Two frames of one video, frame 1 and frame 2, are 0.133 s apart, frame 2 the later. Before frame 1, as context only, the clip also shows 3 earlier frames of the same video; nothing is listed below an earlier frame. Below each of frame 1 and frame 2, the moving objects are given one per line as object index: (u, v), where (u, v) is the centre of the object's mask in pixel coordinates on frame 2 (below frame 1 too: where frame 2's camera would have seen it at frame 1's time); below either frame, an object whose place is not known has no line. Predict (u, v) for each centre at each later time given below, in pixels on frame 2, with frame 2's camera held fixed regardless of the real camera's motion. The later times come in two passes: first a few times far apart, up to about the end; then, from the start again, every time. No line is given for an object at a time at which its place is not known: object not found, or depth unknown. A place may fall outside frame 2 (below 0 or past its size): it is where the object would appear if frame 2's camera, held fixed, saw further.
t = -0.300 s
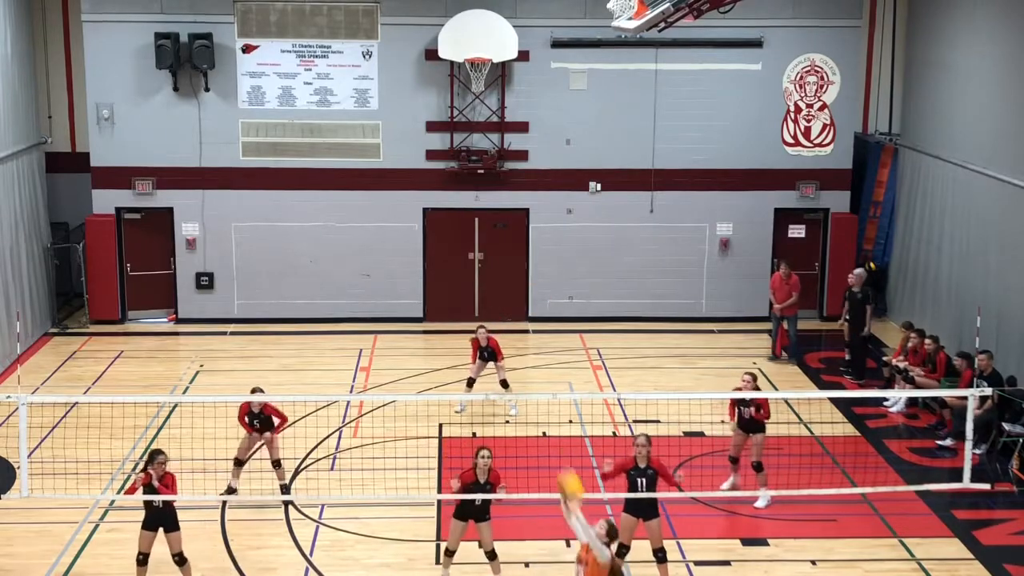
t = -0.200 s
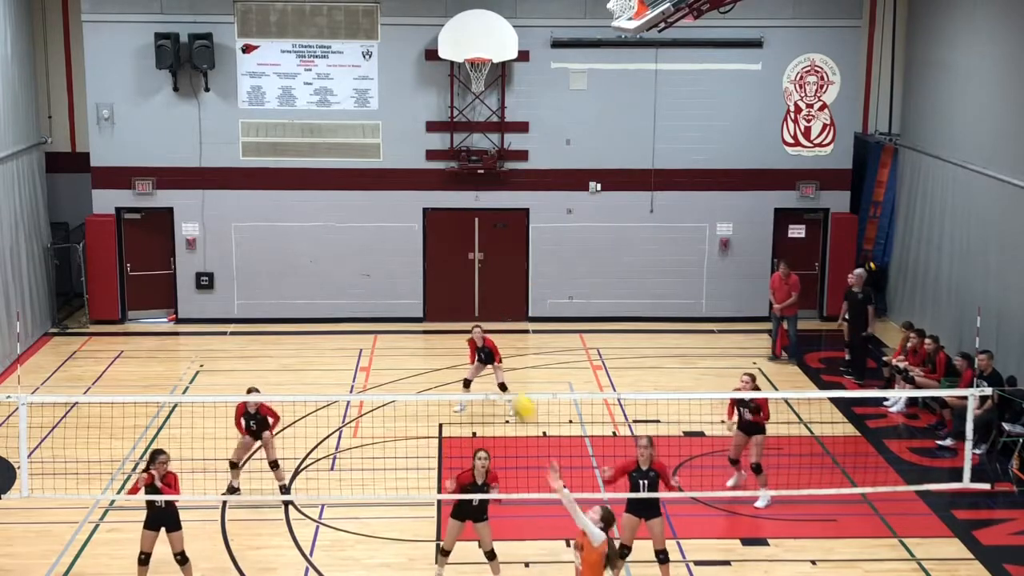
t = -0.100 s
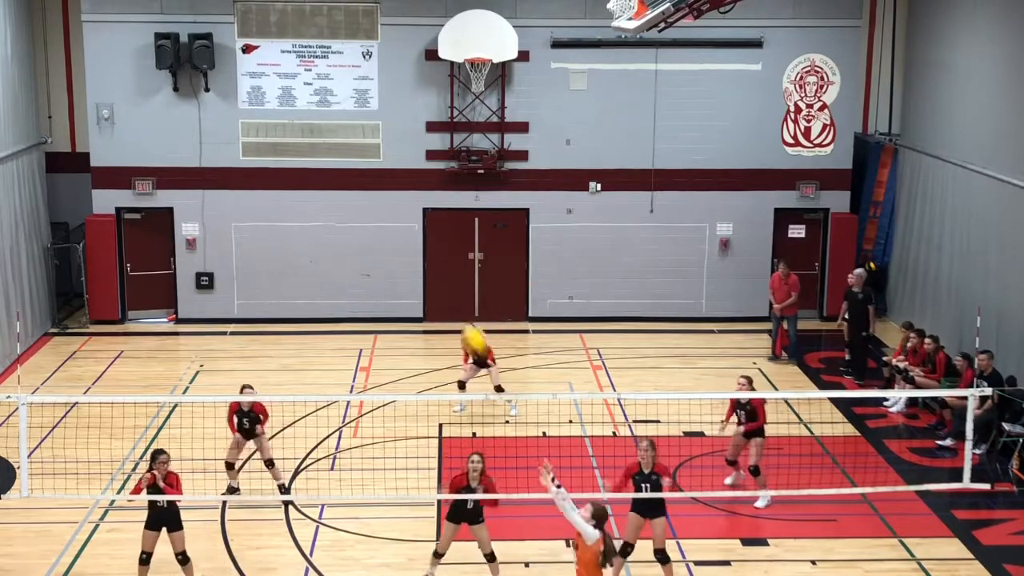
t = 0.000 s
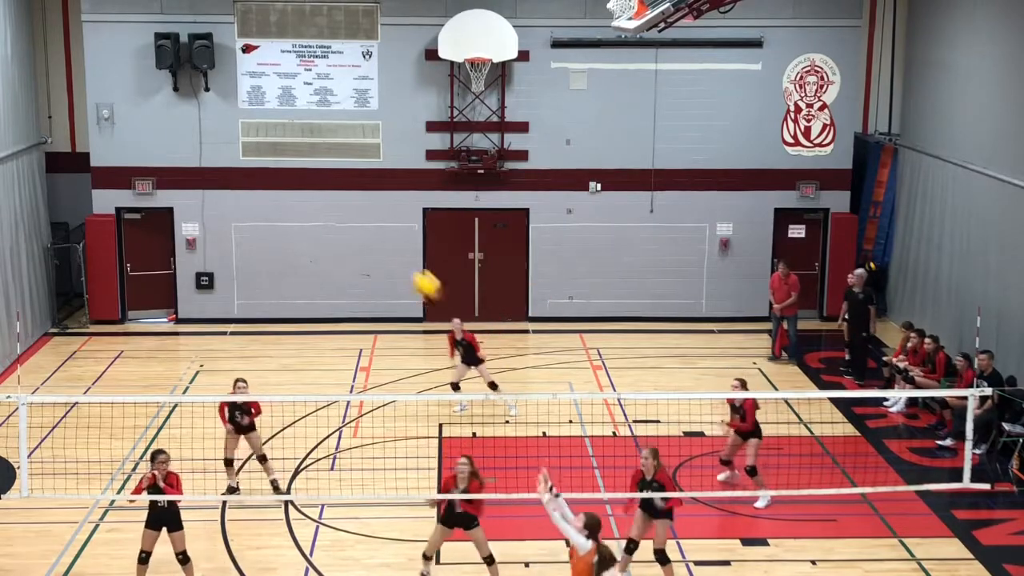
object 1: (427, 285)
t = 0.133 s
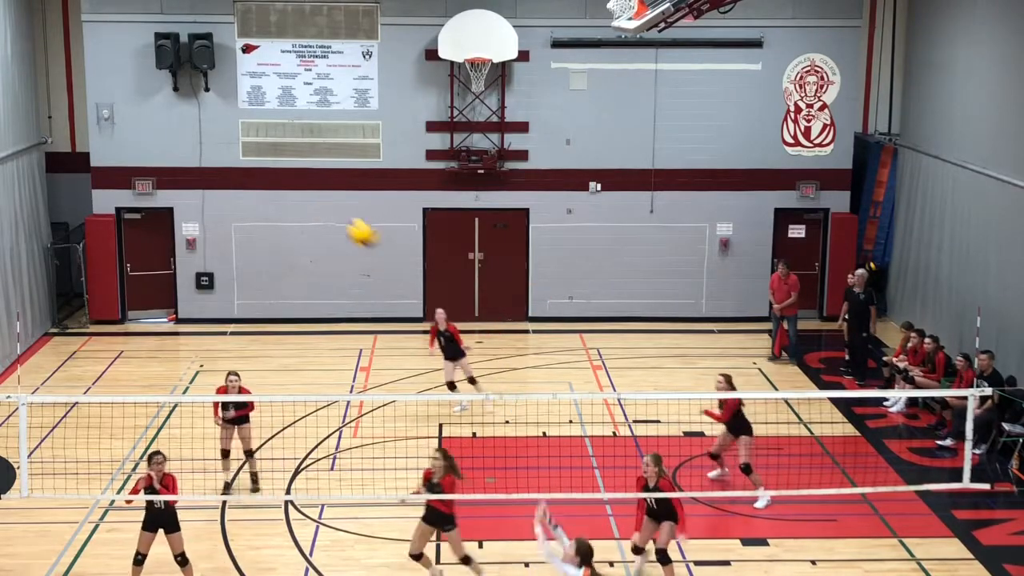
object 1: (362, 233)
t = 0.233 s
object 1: (317, 208)
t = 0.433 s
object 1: (224, 195)
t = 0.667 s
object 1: (124, 243)
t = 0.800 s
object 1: (72, 300)
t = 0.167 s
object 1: (347, 224)
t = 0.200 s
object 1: (332, 215)
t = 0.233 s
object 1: (317, 208)
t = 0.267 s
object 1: (300, 202)
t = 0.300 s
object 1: (285, 198)
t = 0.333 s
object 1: (269, 195)
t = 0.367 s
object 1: (253, 193)
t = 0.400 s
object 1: (239, 194)
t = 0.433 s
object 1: (224, 195)
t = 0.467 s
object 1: (208, 199)
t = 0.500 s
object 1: (194, 202)
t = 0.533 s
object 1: (179, 209)
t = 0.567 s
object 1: (165, 216)
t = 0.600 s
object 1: (152, 224)
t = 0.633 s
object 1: (138, 233)
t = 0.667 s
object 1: (124, 243)
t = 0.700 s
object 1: (111, 256)
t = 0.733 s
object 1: (97, 269)
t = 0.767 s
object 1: (84, 284)
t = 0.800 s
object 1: (72, 300)
